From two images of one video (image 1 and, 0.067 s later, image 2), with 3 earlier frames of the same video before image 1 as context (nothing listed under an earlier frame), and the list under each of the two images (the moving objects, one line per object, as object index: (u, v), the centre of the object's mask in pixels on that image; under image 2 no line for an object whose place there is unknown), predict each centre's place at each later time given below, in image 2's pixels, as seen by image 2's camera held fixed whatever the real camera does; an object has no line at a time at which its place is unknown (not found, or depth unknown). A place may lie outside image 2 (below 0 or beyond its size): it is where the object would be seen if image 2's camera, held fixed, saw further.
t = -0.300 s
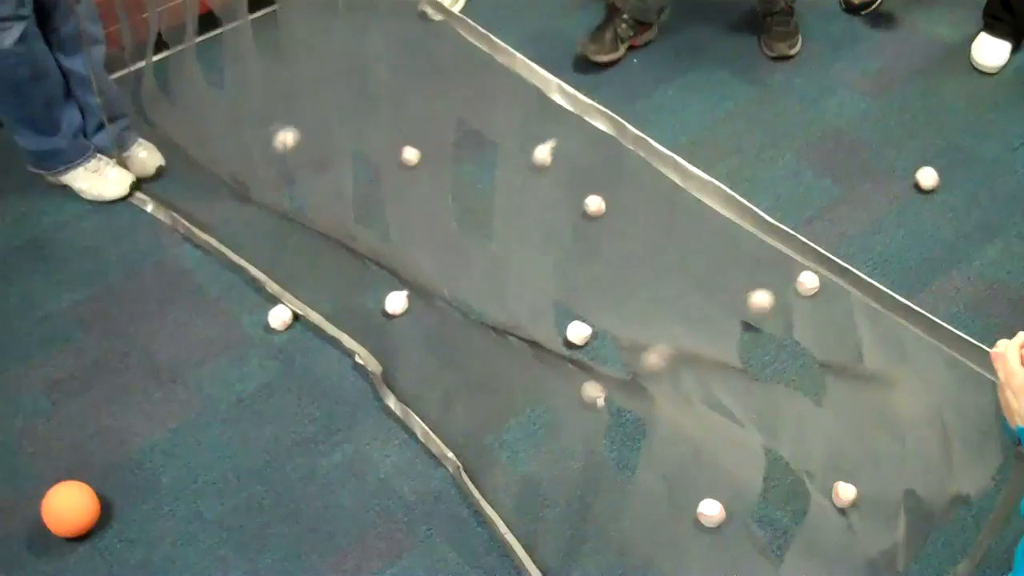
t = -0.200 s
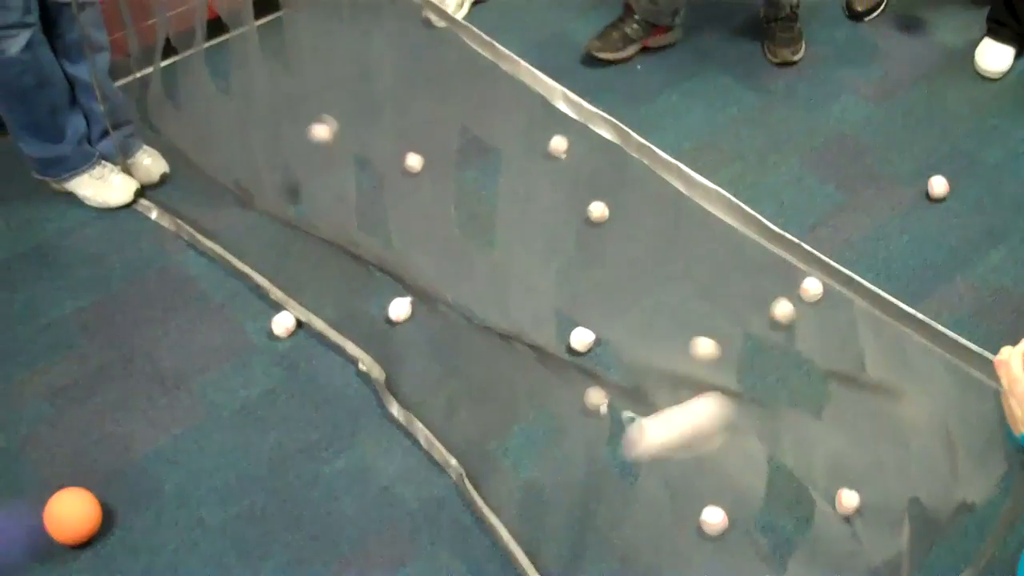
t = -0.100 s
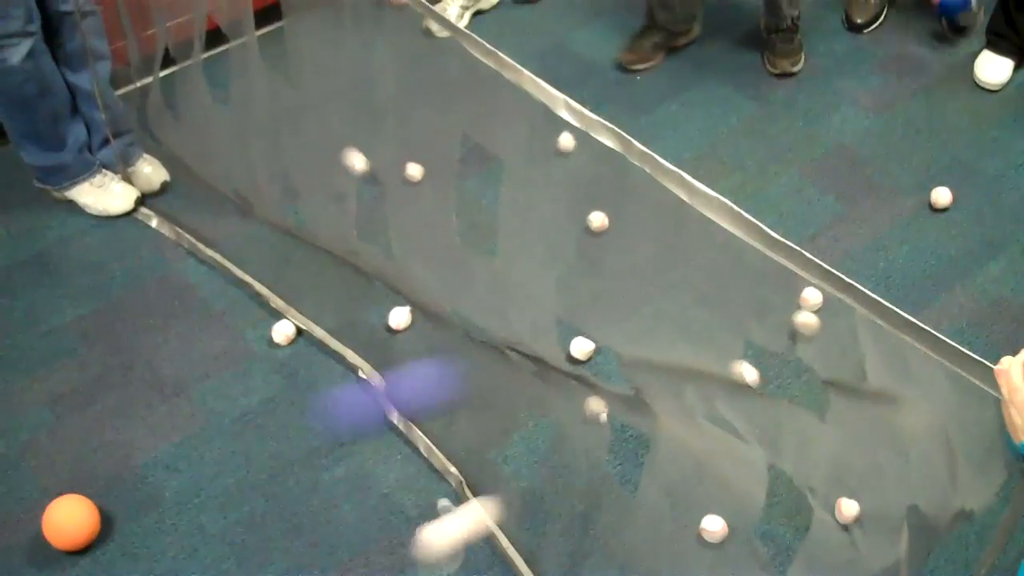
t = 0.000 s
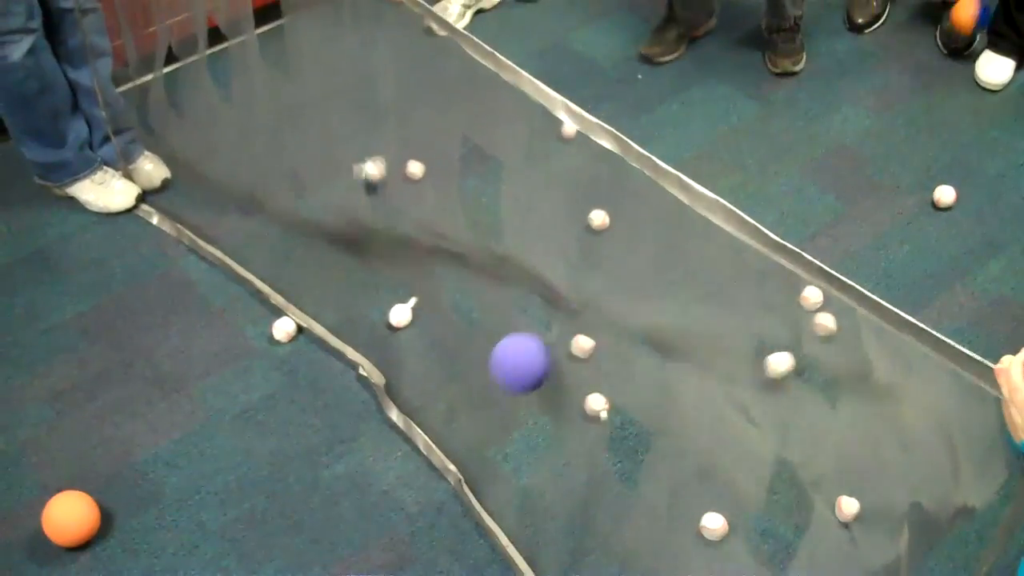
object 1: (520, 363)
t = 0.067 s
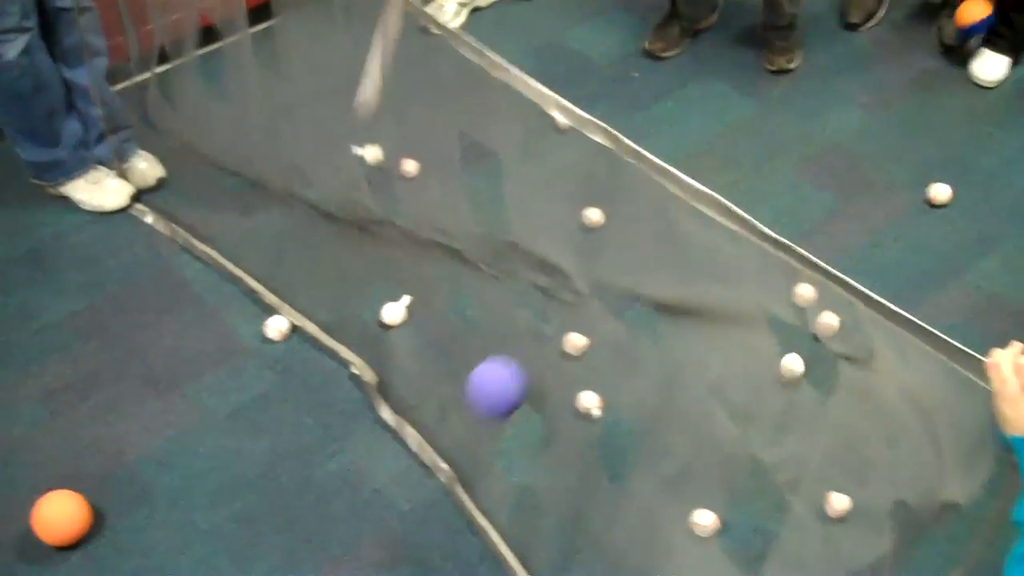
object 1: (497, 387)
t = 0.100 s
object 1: (489, 406)
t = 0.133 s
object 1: (480, 428)
